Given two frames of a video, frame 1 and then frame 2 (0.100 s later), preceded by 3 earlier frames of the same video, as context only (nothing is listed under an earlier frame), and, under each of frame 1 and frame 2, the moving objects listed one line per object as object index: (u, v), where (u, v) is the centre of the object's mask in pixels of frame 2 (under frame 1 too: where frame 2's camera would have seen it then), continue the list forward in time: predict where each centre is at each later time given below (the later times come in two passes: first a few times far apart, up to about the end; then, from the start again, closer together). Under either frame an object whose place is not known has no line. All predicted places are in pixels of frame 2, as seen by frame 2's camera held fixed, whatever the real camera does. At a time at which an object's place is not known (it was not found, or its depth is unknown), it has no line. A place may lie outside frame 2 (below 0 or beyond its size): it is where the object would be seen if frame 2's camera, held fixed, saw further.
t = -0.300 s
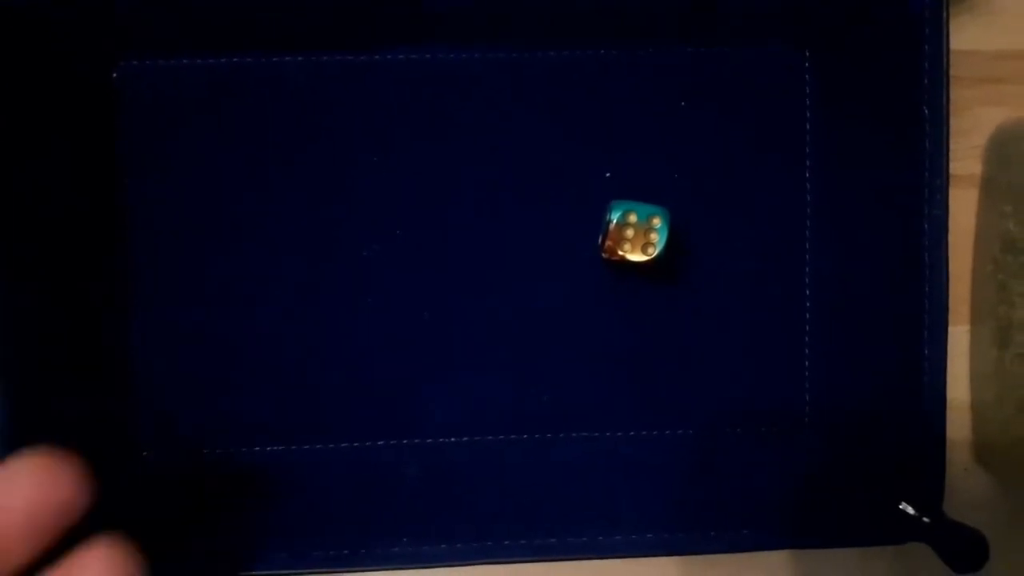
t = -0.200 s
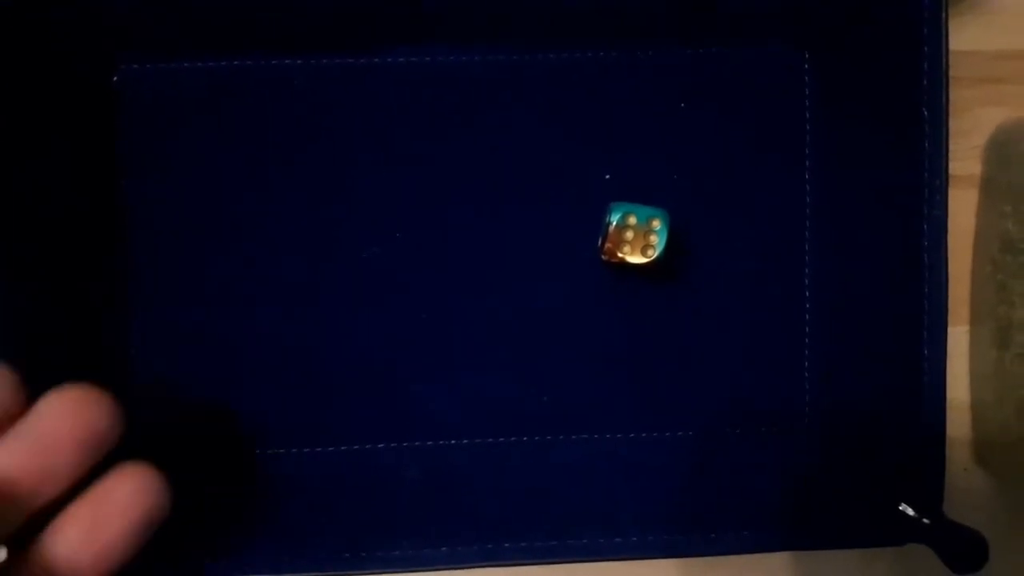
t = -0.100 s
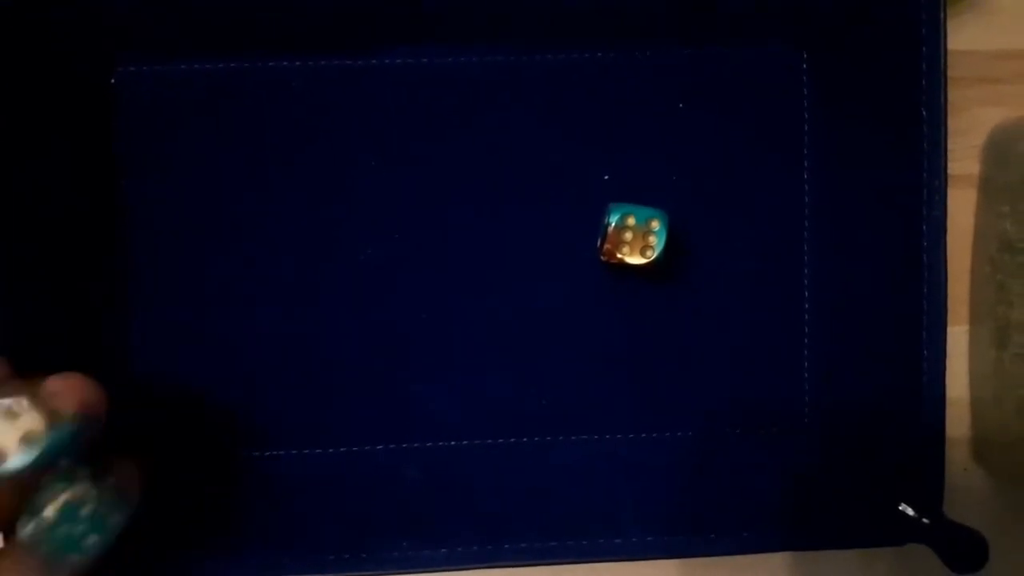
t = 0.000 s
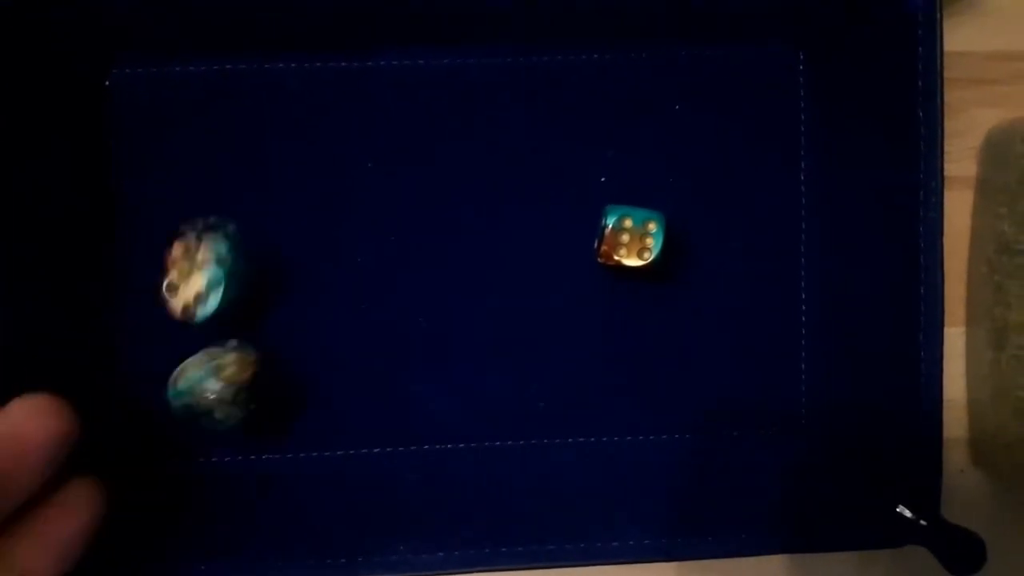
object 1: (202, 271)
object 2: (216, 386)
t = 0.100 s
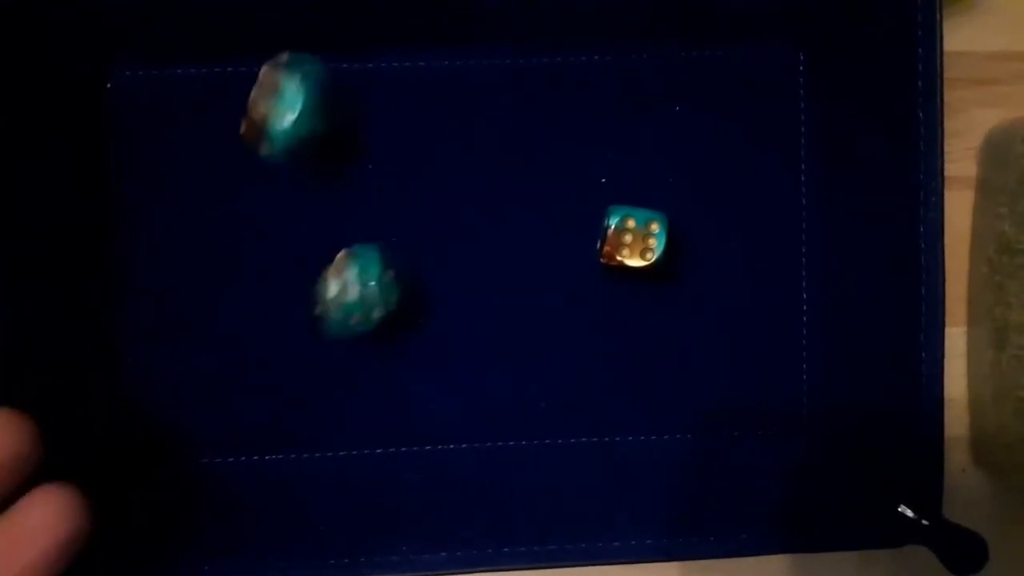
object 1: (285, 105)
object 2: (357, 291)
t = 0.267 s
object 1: (405, 106)
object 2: (544, 139)
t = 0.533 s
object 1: (417, 141)
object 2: (796, 64)
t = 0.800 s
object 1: (416, 141)
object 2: (782, 59)
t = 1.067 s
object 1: (416, 141)
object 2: (781, 58)
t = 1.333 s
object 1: (417, 141)
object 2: (782, 58)
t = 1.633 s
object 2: (781, 58)
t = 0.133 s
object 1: (312, 73)
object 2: (391, 259)
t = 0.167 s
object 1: (337, 82)
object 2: (419, 225)
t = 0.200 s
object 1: (363, 97)
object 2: (465, 200)
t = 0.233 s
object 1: (386, 101)
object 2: (500, 172)
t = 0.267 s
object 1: (405, 106)
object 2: (544, 139)
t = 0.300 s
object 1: (413, 115)
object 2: (574, 119)
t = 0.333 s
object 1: (415, 133)
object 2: (609, 106)
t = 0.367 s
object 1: (416, 141)
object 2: (640, 98)
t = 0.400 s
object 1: (417, 142)
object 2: (672, 88)
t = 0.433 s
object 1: (417, 142)
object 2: (699, 72)
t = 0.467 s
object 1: (416, 141)
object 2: (739, 69)
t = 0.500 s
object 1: (416, 141)
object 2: (766, 69)
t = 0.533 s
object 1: (417, 141)
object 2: (796, 64)
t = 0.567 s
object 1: (417, 141)
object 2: (796, 56)
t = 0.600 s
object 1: (417, 141)
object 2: (790, 49)
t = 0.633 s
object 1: (417, 141)
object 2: (781, 58)
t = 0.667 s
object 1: (416, 141)
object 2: (780, 63)
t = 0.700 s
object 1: (417, 141)
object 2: (780, 61)
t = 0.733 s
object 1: (417, 140)
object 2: (781, 58)
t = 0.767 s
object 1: (417, 141)
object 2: (782, 59)
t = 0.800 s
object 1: (416, 141)
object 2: (782, 59)
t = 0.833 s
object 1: (417, 141)
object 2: (782, 59)
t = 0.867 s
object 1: (417, 141)
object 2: (782, 59)
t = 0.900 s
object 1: (417, 141)
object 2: (782, 59)
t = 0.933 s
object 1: (417, 141)
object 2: (782, 59)
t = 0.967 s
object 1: (417, 142)
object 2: (782, 59)
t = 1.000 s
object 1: (417, 141)
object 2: (781, 59)
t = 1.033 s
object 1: (416, 141)
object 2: (781, 58)
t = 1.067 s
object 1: (416, 141)
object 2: (781, 58)
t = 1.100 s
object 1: (416, 140)
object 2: (781, 58)
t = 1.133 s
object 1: (417, 141)
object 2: (781, 58)
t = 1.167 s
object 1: (417, 141)
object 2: (782, 58)
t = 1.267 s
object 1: (417, 140)
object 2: (782, 58)
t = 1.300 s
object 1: (417, 140)
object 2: (782, 58)
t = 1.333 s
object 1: (417, 141)
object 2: (782, 58)
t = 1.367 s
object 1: (418, 141)
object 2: (782, 58)
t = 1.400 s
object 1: (417, 141)
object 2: (782, 58)
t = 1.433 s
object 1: (417, 141)
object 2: (781, 58)
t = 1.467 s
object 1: (417, 141)
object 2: (781, 58)
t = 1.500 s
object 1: (418, 141)
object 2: (782, 58)
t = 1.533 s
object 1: (417, 140)
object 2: (782, 58)
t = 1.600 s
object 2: (782, 58)
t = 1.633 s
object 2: (781, 58)
